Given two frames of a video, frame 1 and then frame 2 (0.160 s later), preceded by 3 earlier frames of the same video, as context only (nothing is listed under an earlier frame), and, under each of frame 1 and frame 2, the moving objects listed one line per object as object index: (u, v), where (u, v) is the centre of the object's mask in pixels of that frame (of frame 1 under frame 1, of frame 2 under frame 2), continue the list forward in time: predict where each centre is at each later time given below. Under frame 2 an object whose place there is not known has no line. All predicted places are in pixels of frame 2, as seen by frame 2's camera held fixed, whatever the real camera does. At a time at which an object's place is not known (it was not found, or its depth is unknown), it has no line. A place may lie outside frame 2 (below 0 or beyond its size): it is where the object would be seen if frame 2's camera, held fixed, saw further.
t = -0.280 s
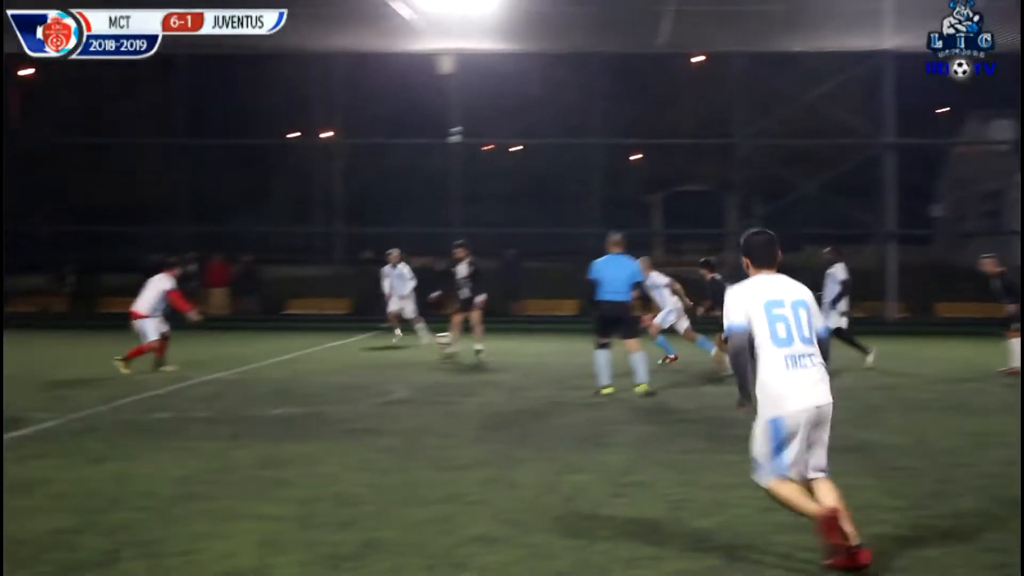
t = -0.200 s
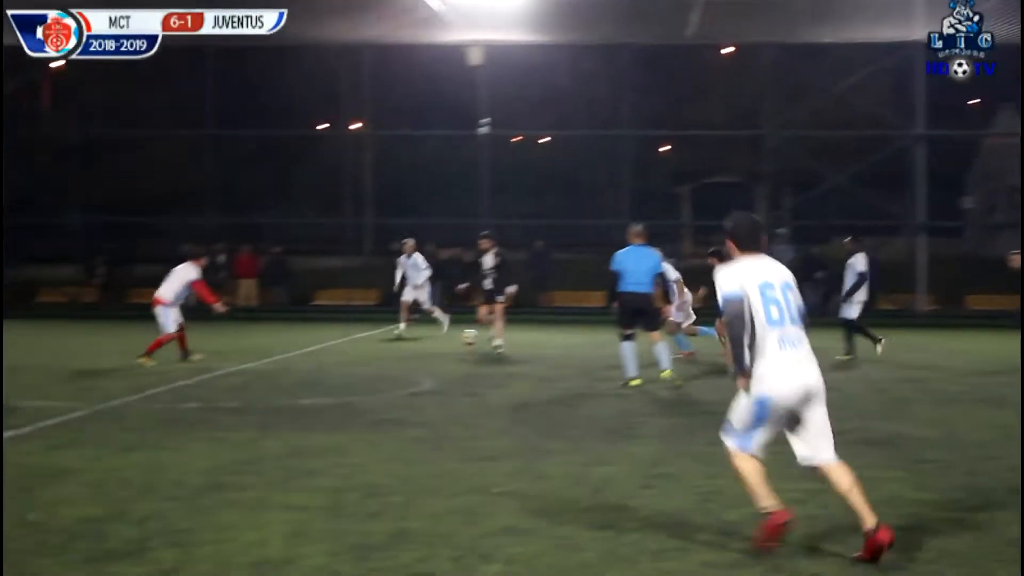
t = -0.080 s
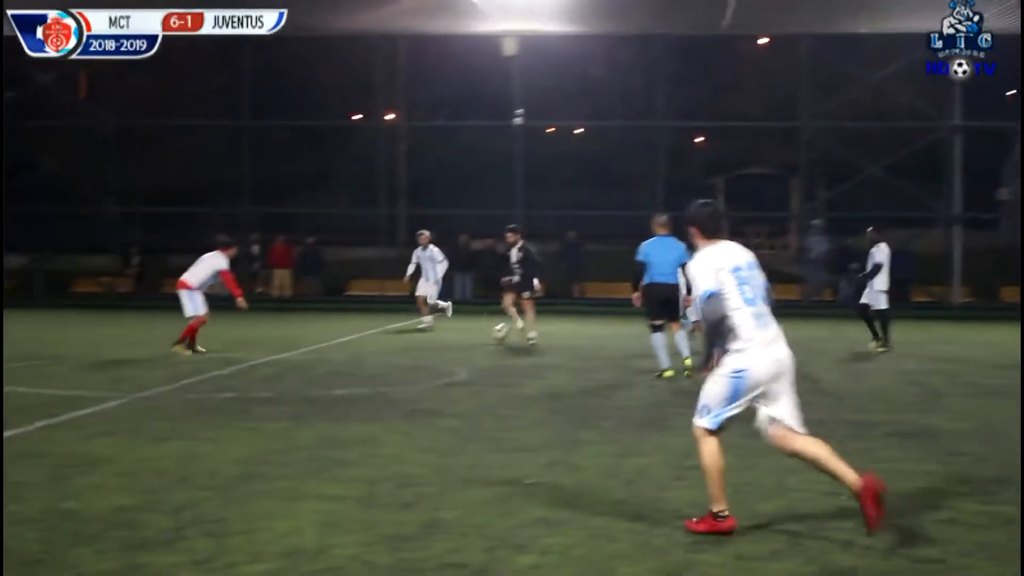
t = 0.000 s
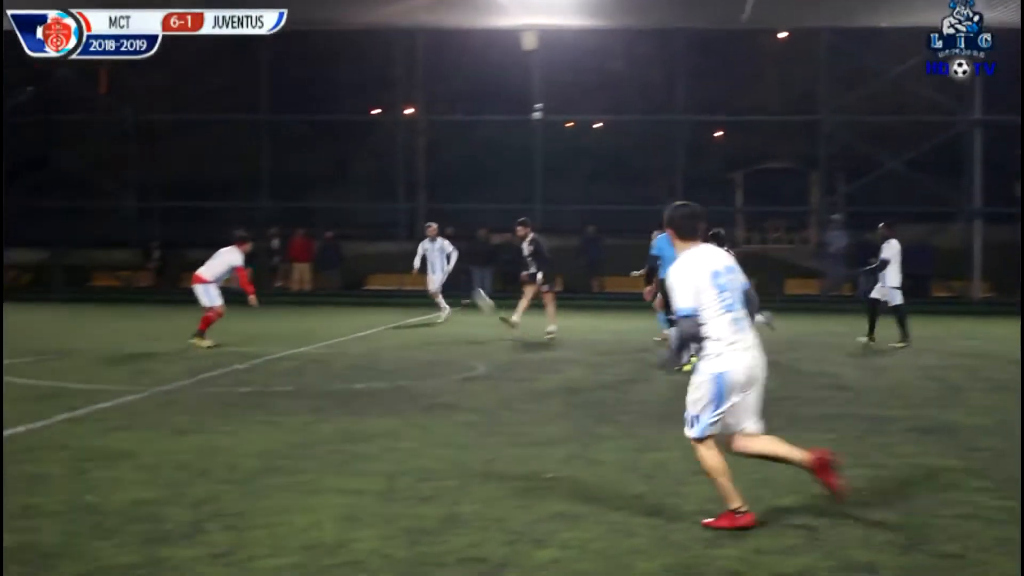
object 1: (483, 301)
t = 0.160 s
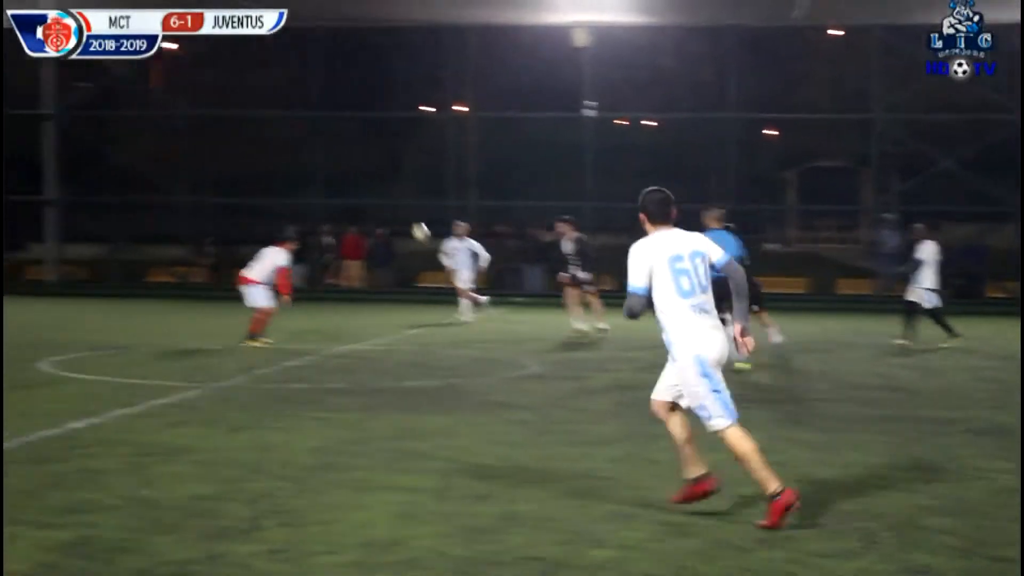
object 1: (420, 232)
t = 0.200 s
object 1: (400, 217)
